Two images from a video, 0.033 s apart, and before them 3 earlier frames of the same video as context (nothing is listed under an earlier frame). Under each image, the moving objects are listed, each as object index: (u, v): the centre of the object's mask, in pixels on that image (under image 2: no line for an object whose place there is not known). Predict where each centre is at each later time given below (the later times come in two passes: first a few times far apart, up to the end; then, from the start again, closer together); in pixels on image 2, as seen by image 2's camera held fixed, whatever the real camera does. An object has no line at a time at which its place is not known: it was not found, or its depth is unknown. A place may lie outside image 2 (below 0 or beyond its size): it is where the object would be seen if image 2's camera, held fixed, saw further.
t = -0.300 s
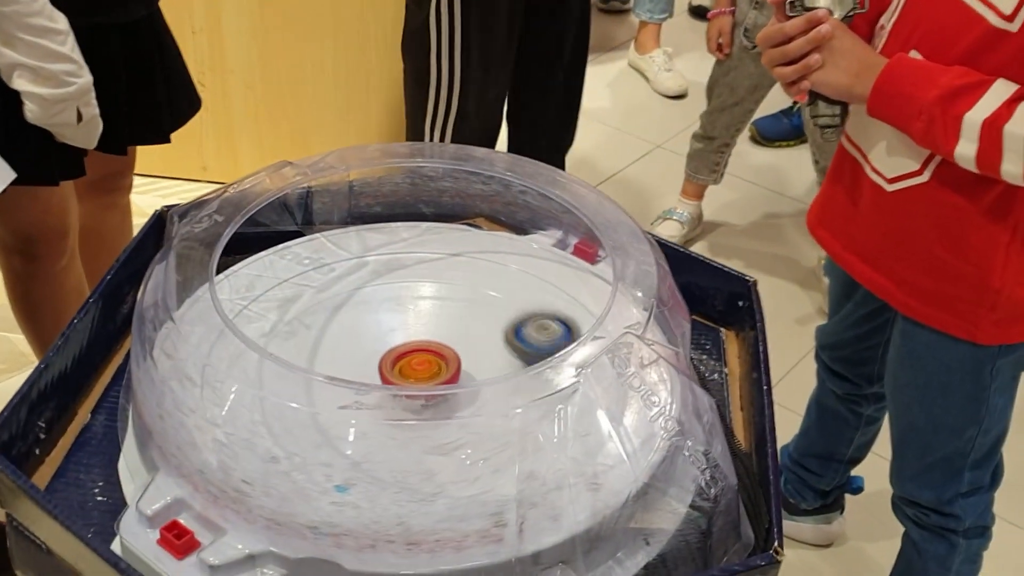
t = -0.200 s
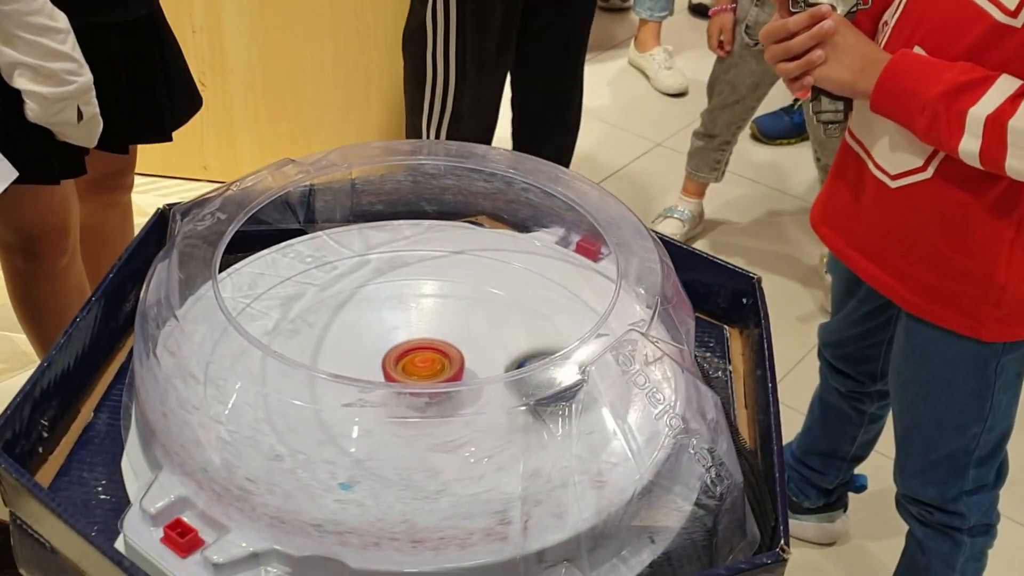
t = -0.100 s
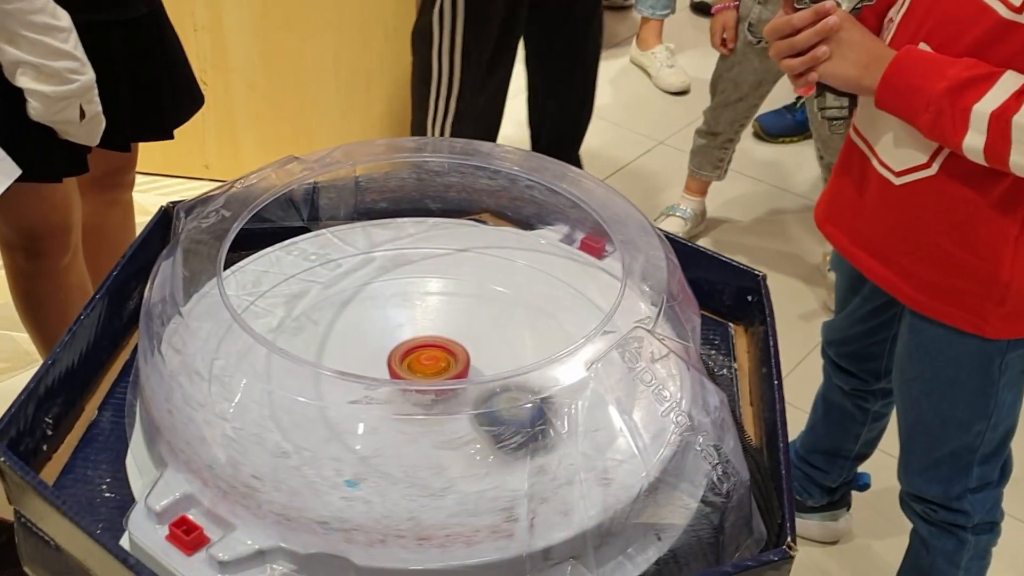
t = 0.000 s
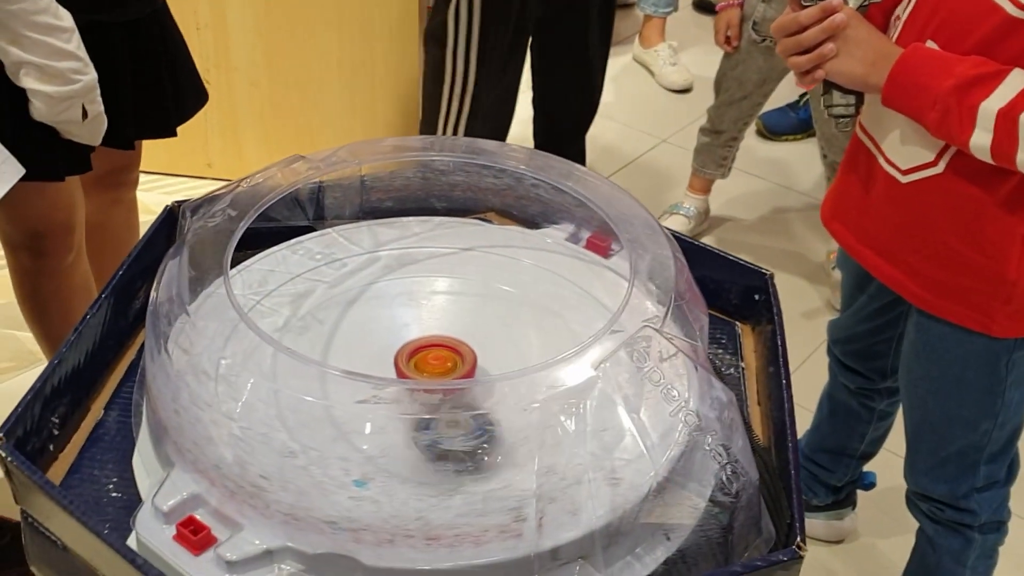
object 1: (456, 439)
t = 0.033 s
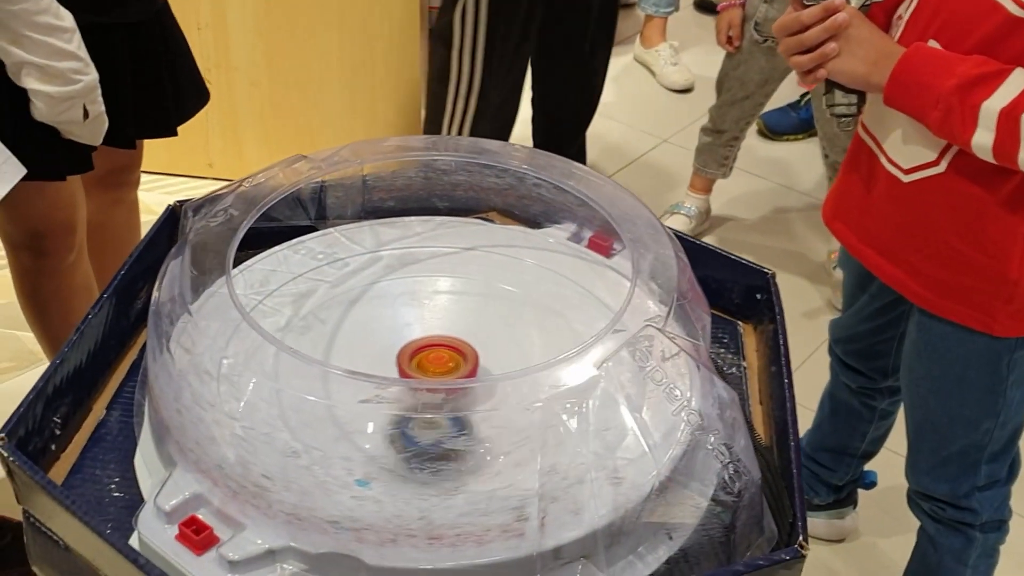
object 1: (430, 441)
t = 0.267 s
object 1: (322, 362)
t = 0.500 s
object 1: (419, 300)
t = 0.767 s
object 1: (526, 351)
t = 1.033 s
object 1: (419, 418)
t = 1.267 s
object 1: (354, 348)
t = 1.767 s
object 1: (482, 318)
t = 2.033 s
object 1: (486, 312)
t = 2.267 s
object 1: (468, 336)
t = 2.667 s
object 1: (407, 330)
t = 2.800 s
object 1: (392, 323)
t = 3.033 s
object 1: (364, 303)
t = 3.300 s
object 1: (384, 343)
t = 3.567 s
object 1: (341, 385)
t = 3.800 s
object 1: (396, 405)
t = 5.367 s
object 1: (432, 331)
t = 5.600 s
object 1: (415, 338)
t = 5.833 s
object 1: (409, 345)
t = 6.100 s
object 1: (399, 299)
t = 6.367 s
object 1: (448, 346)
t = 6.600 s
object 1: (471, 386)
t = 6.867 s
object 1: (465, 366)
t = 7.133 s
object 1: (446, 335)
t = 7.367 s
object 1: (439, 322)
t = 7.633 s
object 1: (415, 332)
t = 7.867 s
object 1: (399, 352)
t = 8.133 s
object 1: (391, 366)
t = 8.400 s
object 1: (360, 369)
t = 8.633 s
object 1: (383, 358)
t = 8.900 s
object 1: (410, 348)
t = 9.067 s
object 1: (408, 336)
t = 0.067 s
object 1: (403, 441)
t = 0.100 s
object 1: (380, 428)
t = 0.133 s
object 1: (359, 419)
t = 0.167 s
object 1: (340, 410)
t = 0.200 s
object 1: (328, 396)
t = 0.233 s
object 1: (321, 380)
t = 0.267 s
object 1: (322, 362)
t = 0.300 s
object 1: (329, 342)
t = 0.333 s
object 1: (333, 334)
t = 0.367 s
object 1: (345, 324)
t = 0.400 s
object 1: (361, 314)
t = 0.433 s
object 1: (380, 307)
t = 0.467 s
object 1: (399, 302)
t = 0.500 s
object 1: (419, 300)
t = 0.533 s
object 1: (442, 300)
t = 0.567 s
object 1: (462, 302)
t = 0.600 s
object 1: (480, 307)
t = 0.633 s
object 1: (496, 314)
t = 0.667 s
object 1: (510, 323)
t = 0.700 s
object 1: (521, 335)
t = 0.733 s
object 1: (526, 344)
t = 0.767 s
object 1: (526, 351)
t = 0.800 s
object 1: (522, 358)
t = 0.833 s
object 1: (525, 387)
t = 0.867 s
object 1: (515, 404)
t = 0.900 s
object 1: (499, 408)
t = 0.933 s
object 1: (482, 415)
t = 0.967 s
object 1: (462, 419)
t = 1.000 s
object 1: (440, 420)
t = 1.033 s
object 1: (419, 418)
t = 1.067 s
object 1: (399, 415)
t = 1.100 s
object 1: (372, 419)
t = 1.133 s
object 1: (358, 400)
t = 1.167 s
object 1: (351, 381)
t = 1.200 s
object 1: (351, 373)
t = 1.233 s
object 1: (354, 354)
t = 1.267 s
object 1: (354, 348)
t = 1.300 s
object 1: (359, 342)
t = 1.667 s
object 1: (464, 312)
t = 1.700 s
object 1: (471, 312)
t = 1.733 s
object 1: (477, 314)
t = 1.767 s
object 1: (482, 318)
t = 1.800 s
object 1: (486, 323)
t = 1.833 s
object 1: (488, 329)
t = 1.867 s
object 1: (489, 331)
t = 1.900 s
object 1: (488, 323)
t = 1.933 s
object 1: (488, 317)
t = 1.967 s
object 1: (486, 314)
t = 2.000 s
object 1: (486, 312)
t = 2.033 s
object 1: (486, 312)
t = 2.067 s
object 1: (487, 311)
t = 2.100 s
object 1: (487, 313)
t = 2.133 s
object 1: (486, 315)
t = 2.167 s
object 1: (484, 319)
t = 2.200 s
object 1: (481, 324)
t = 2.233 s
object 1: (476, 330)
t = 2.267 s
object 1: (468, 336)
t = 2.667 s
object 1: (407, 330)
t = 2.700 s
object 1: (407, 332)
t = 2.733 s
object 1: (408, 333)
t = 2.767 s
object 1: (404, 334)
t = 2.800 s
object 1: (392, 323)
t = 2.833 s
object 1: (382, 315)
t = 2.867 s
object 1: (376, 311)
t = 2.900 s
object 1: (372, 308)
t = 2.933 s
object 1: (369, 305)
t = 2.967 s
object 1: (366, 303)
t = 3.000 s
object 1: (365, 303)
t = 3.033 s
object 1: (364, 303)
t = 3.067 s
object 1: (366, 305)
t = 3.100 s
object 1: (366, 309)
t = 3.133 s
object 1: (368, 313)
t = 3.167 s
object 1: (370, 317)
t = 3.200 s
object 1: (374, 323)
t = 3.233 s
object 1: (377, 329)
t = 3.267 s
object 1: (379, 336)
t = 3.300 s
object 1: (384, 343)
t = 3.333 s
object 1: (388, 349)
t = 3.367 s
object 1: (381, 353)
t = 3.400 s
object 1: (363, 361)
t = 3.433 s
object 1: (354, 367)
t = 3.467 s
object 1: (347, 372)
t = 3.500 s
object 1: (343, 376)
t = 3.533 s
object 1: (340, 382)
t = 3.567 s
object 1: (341, 385)
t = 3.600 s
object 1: (344, 387)
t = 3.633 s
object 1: (349, 389)
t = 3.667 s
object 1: (358, 391)
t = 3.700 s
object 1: (367, 396)
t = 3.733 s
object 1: (375, 397)
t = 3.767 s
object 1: (383, 398)
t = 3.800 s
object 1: (396, 405)
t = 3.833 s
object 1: (407, 406)
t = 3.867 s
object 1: (404, 405)
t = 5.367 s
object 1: (432, 331)
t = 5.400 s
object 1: (430, 332)
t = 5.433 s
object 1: (428, 334)
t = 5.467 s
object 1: (426, 336)
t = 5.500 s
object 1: (423, 337)
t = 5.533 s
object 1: (420, 336)
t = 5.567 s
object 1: (418, 336)
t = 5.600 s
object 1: (415, 338)
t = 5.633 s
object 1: (413, 339)
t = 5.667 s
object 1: (411, 341)
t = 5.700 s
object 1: (410, 341)
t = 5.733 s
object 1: (409, 342)
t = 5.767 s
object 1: (408, 343)
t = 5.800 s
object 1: (407, 344)
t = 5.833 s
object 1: (409, 345)
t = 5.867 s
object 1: (409, 347)
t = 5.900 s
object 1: (411, 349)
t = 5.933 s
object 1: (413, 351)
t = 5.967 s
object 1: (410, 344)
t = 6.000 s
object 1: (402, 324)
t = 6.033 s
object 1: (400, 312)
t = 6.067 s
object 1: (399, 303)
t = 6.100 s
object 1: (399, 299)
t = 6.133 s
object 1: (401, 298)
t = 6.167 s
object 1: (406, 301)
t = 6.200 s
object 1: (411, 307)
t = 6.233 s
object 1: (419, 313)
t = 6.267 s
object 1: (425, 320)
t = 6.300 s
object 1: (433, 328)
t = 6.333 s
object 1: (440, 337)
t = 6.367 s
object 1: (448, 346)
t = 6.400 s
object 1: (453, 352)
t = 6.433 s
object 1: (458, 356)
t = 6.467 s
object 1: (460, 360)
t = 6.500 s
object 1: (463, 363)
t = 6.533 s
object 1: (464, 366)
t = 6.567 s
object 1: (465, 368)
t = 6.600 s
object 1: (471, 386)
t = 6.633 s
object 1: (474, 386)
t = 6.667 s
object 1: (474, 387)
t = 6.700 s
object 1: (475, 387)
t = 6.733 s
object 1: (475, 387)
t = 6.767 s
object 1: (475, 385)
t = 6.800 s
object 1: (476, 384)
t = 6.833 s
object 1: (468, 370)
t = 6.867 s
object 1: (465, 366)
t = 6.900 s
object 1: (461, 363)
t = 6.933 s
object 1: (457, 360)
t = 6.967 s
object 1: (454, 356)
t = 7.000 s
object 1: (451, 354)
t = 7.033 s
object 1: (450, 350)
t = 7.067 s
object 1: (449, 347)
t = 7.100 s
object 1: (448, 342)
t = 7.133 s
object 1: (446, 335)
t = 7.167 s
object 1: (444, 330)
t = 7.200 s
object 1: (442, 325)
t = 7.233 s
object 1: (442, 322)
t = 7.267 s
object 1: (442, 321)
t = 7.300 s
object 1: (440, 321)
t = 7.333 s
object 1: (440, 321)
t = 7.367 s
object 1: (439, 322)
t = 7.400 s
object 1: (436, 323)
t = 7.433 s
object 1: (434, 324)
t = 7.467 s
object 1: (430, 324)
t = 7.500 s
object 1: (426, 324)
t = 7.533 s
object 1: (423, 324)
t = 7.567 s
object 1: (420, 326)
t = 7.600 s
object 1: (417, 330)
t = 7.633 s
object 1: (415, 332)
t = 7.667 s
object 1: (412, 335)
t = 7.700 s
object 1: (410, 340)
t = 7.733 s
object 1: (408, 342)
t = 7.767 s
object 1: (405, 344)
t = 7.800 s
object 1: (402, 347)
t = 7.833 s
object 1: (402, 350)
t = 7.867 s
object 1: (399, 352)
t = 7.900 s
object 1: (397, 355)
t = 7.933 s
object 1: (392, 356)
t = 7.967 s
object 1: (387, 358)
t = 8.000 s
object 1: (385, 360)
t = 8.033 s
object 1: (386, 362)
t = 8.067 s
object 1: (388, 364)
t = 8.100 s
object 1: (391, 366)
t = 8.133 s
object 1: (391, 366)
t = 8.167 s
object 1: (387, 366)
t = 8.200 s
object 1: (386, 367)
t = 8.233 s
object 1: (387, 369)
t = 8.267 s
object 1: (391, 370)
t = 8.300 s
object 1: (396, 372)
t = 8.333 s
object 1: (391, 368)
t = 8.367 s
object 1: (379, 367)
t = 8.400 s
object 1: (360, 369)
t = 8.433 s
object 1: (354, 372)
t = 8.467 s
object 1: (354, 372)
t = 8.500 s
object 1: (357, 370)
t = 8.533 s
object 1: (365, 360)
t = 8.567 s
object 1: (369, 360)
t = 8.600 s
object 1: (376, 359)
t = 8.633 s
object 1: (383, 358)
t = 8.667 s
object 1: (391, 358)
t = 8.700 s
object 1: (399, 358)
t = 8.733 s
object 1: (408, 358)
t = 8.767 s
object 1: (415, 357)
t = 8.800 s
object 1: (421, 357)
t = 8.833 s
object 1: (417, 355)
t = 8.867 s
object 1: (413, 350)
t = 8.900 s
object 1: (410, 348)
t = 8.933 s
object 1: (412, 346)
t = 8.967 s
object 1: (414, 345)
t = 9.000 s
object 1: (415, 344)
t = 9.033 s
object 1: (411, 342)
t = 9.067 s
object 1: (408, 336)
